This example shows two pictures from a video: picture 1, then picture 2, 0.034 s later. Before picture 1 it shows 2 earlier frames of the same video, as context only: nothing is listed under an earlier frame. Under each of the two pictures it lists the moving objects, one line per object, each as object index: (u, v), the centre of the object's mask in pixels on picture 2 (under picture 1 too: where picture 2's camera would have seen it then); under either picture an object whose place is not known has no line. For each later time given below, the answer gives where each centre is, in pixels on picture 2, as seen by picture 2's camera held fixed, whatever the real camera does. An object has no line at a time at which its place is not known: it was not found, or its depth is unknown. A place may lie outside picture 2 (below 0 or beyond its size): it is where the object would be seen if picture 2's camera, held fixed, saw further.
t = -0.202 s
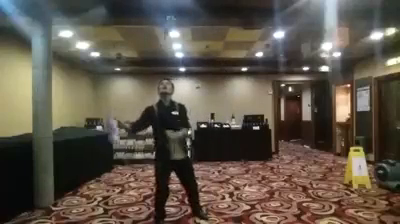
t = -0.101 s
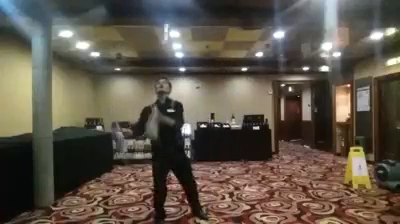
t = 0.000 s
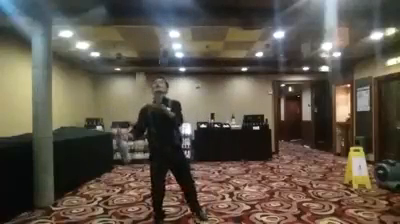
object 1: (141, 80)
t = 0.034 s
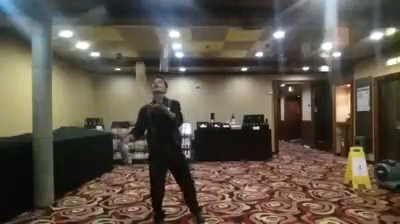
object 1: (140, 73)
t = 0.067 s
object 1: (138, 67)
